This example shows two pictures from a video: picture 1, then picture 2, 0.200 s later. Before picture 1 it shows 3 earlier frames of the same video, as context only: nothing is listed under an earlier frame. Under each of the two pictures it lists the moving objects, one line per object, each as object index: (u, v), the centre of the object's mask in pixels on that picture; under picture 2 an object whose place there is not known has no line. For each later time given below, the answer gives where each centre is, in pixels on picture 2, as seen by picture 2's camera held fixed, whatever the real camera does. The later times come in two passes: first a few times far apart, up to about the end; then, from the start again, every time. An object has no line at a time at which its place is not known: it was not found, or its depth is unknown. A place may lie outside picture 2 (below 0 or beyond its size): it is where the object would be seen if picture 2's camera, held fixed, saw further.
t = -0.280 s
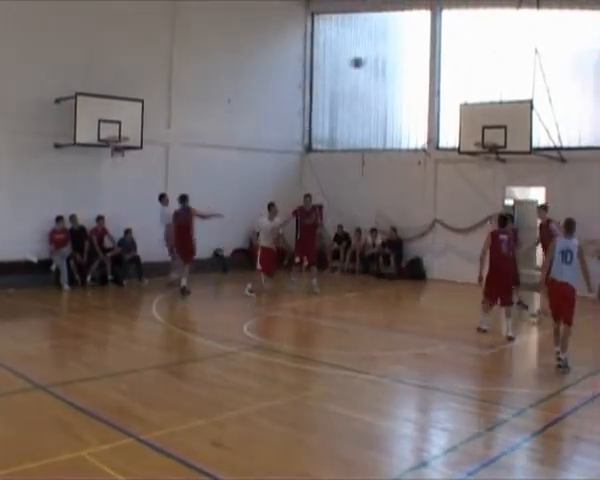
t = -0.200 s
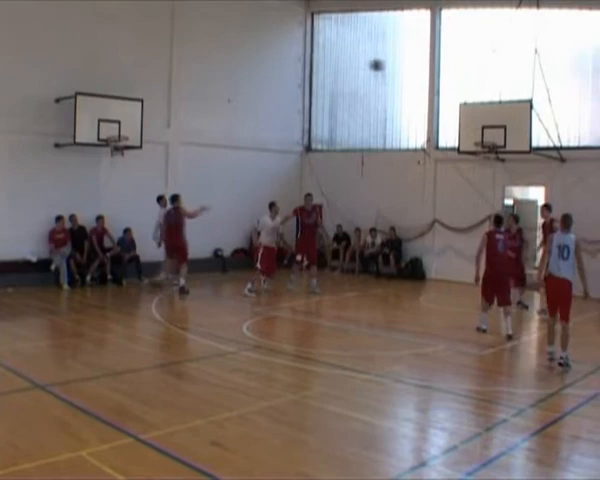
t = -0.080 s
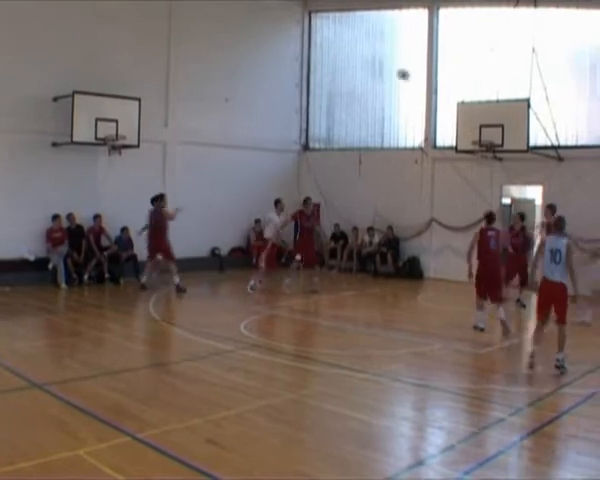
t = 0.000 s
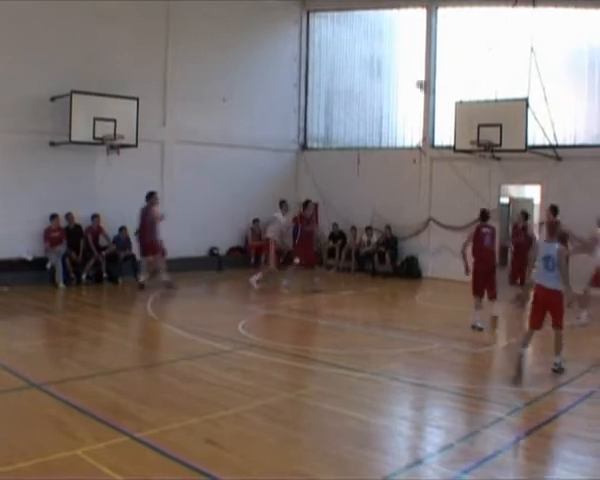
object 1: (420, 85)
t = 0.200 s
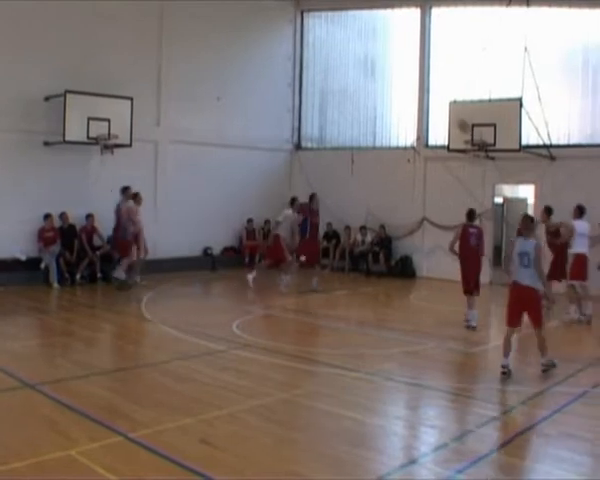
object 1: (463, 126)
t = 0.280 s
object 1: (476, 138)
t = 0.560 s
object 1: (457, 111)
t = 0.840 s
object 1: (438, 127)
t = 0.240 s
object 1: (475, 137)
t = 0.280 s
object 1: (476, 138)
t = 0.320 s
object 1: (472, 129)
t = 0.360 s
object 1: (469, 123)
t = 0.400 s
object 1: (467, 119)
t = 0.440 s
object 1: (465, 116)
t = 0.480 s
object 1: (462, 114)
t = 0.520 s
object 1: (460, 112)
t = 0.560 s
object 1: (457, 111)
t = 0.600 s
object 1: (454, 111)
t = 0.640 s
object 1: (452, 112)
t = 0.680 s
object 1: (450, 113)
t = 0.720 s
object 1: (447, 115)
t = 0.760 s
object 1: (444, 118)
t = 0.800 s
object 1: (441, 122)
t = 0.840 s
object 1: (438, 127)
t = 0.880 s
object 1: (435, 133)
